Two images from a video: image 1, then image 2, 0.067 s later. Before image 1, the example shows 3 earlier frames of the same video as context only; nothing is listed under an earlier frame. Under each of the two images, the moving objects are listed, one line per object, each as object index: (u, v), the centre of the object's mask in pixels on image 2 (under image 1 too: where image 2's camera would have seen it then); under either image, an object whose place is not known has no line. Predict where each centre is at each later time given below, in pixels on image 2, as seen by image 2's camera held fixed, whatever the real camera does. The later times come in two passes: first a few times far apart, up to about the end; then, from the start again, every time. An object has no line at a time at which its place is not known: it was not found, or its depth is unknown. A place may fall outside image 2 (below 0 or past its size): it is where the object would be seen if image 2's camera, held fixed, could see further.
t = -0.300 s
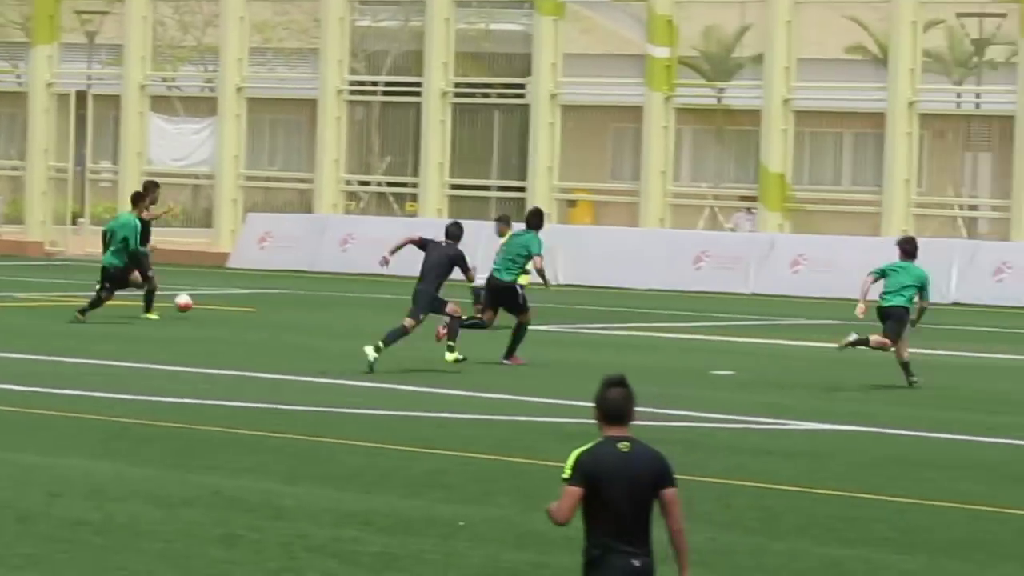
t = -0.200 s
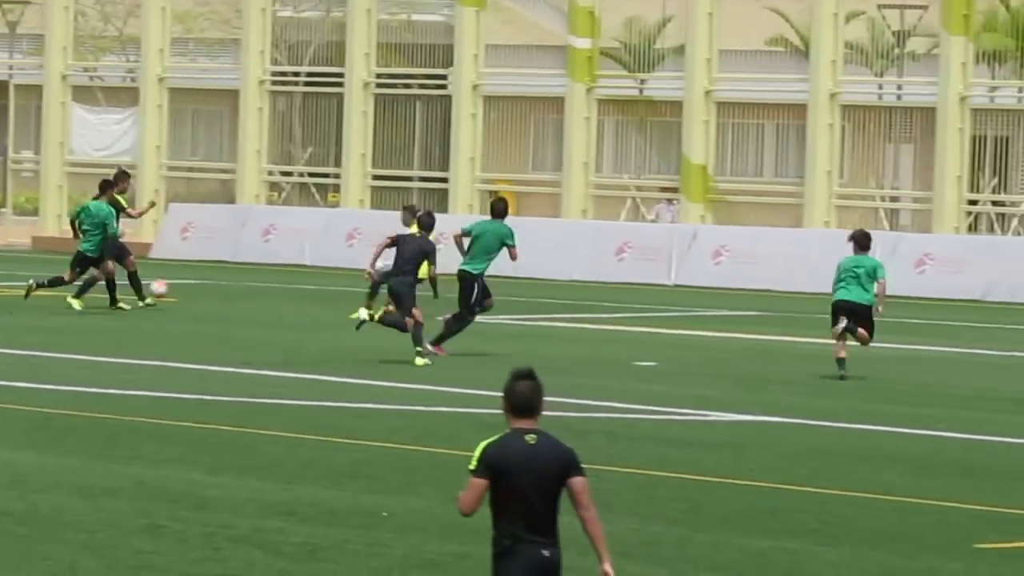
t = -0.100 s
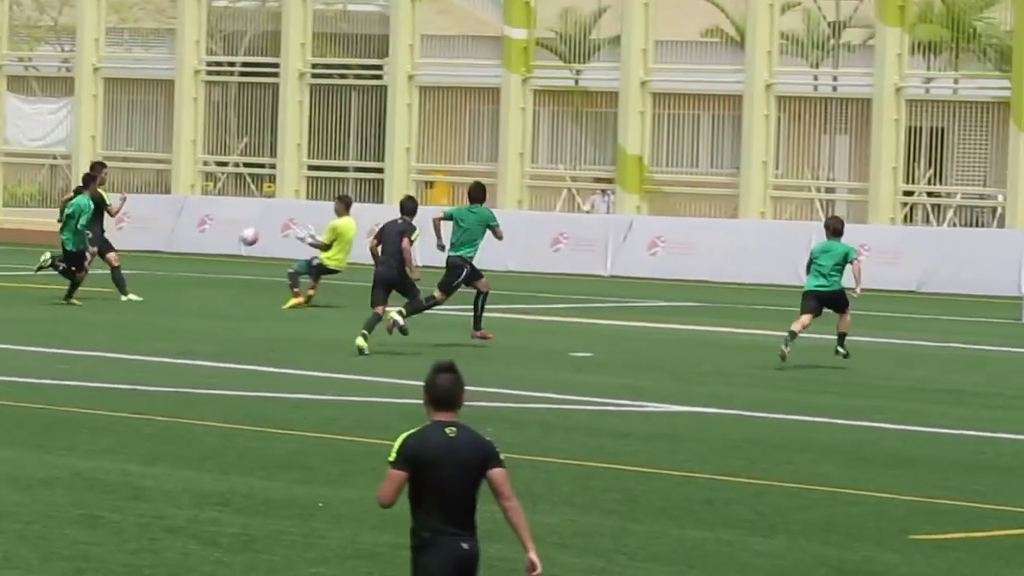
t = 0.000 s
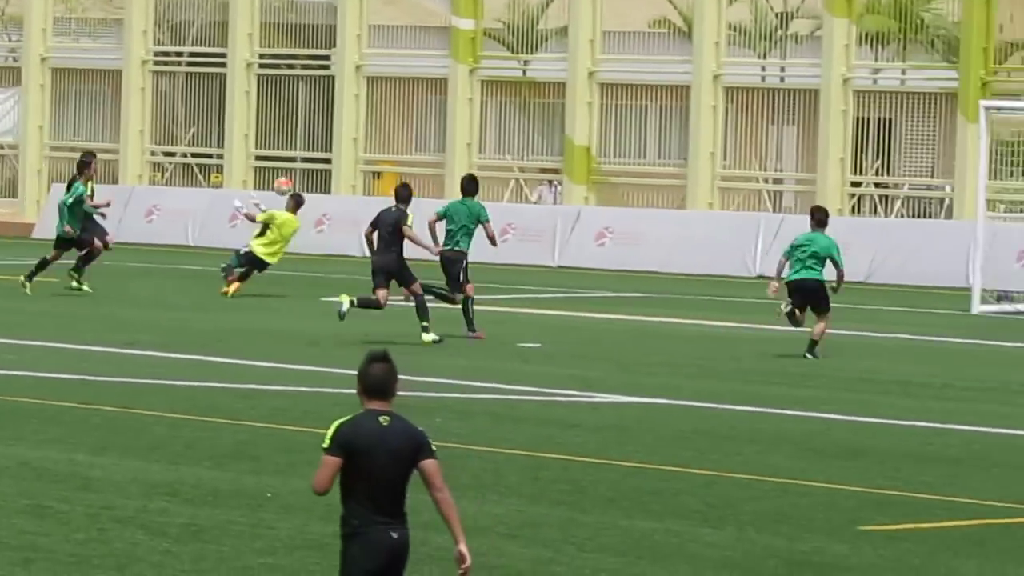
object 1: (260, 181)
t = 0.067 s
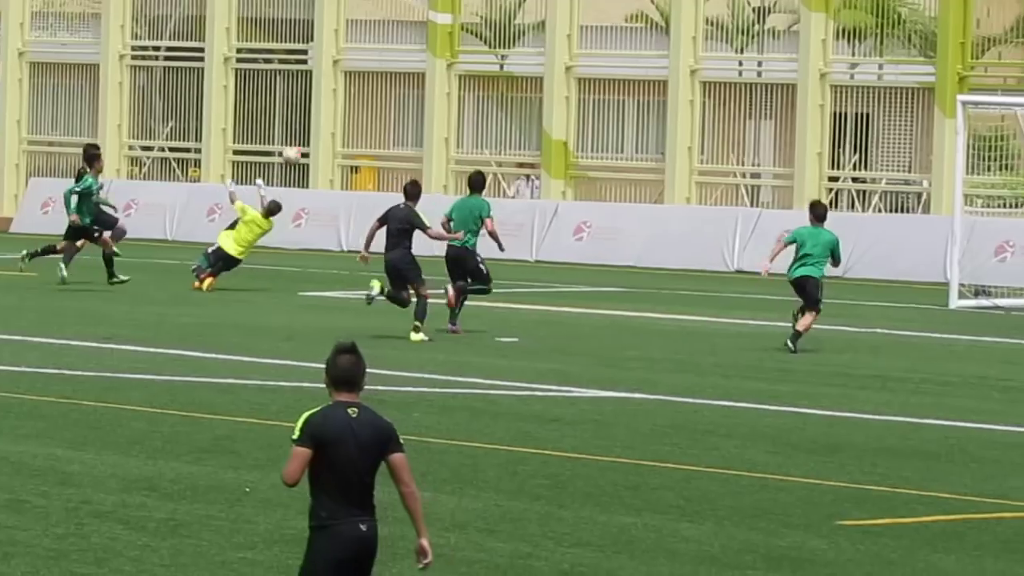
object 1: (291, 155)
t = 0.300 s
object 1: (400, 101)
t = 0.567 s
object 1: (515, 91)
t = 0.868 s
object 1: (636, 148)
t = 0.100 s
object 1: (306, 145)
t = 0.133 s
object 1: (323, 136)
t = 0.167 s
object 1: (338, 127)
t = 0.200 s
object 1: (354, 118)
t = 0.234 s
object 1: (370, 112)
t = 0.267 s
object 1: (385, 106)
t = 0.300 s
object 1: (400, 101)
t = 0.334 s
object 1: (416, 97)
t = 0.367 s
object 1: (429, 94)
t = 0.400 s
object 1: (445, 92)
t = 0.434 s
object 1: (461, 90)
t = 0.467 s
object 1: (474, 89)
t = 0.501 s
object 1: (488, 88)
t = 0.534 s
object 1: (502, 89)
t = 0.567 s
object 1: (515, 91)
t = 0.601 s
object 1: (529, 94)
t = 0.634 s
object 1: (543, 98)
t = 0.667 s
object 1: (555, 103)
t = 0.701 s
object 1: (570, 108)
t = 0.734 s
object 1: (583, 114)
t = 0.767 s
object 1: (596, 122)
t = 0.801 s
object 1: (610, 130)
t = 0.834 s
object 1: (623, 138)
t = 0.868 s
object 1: (636, 148)
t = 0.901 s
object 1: (649, 159)
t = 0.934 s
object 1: (661, 170)
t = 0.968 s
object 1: (674, 184)
